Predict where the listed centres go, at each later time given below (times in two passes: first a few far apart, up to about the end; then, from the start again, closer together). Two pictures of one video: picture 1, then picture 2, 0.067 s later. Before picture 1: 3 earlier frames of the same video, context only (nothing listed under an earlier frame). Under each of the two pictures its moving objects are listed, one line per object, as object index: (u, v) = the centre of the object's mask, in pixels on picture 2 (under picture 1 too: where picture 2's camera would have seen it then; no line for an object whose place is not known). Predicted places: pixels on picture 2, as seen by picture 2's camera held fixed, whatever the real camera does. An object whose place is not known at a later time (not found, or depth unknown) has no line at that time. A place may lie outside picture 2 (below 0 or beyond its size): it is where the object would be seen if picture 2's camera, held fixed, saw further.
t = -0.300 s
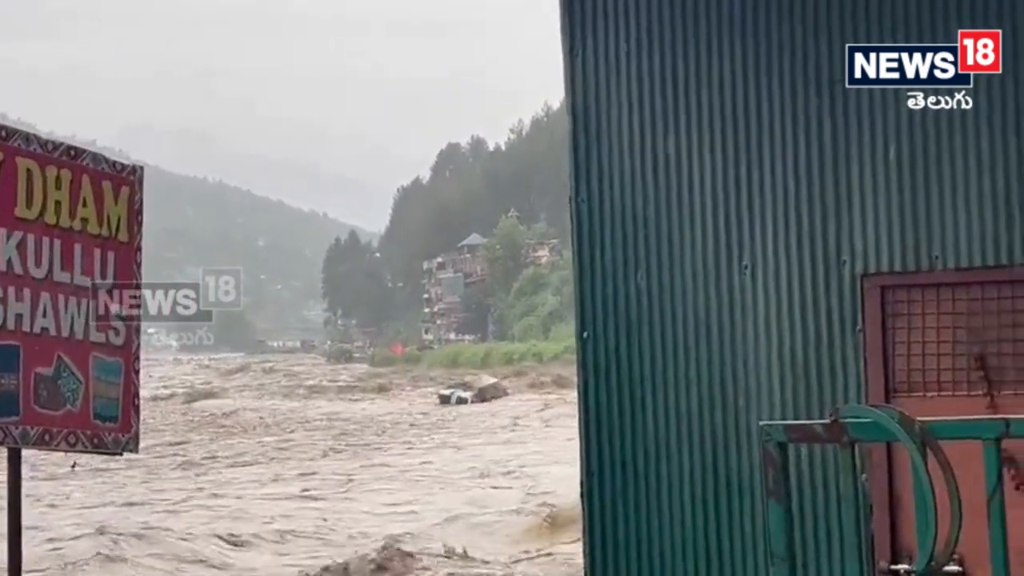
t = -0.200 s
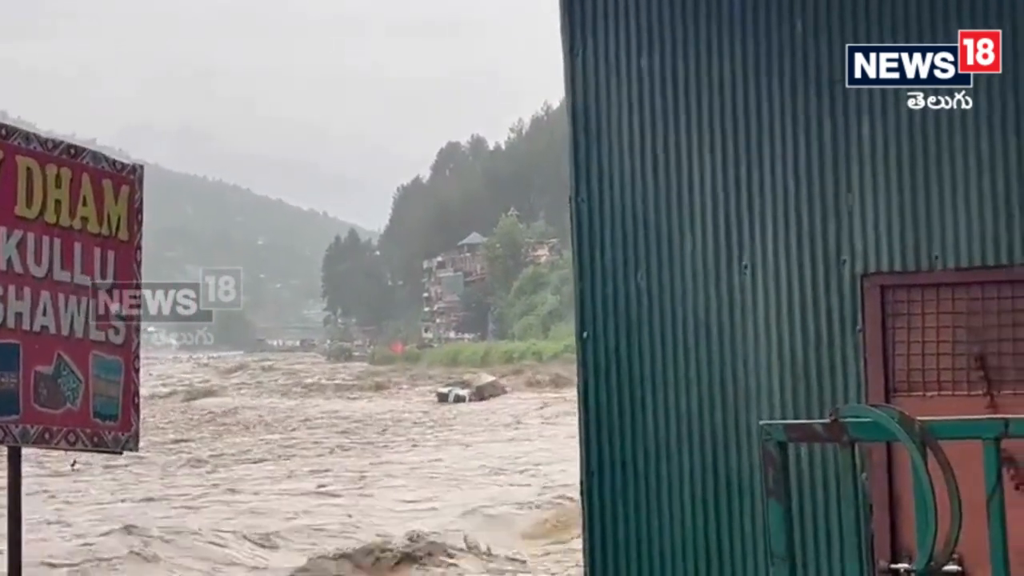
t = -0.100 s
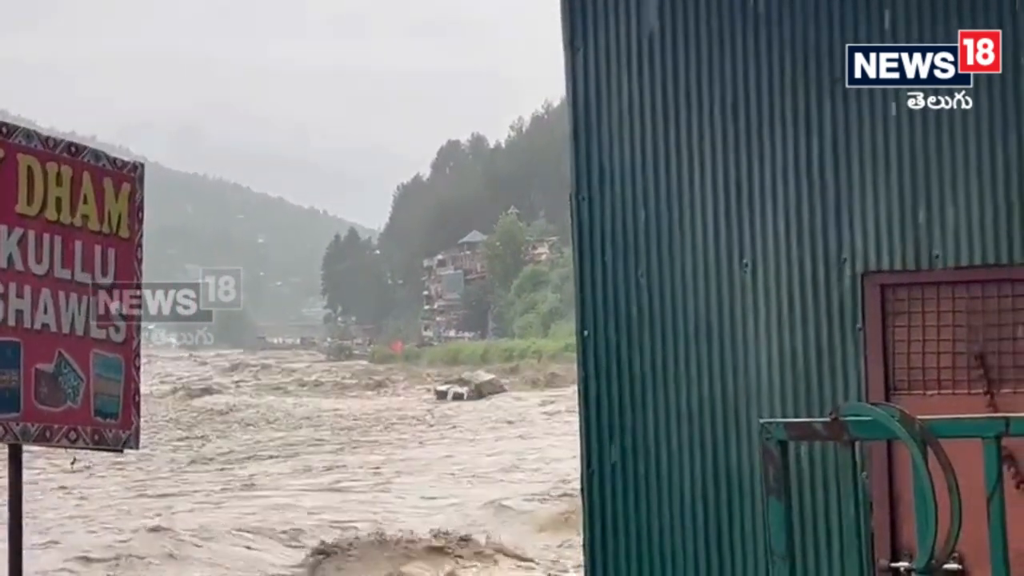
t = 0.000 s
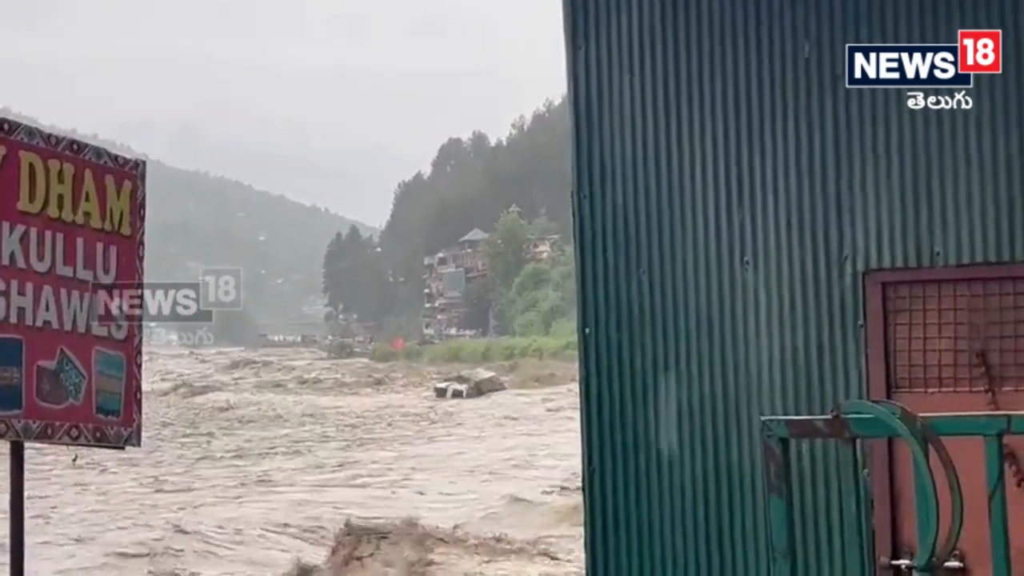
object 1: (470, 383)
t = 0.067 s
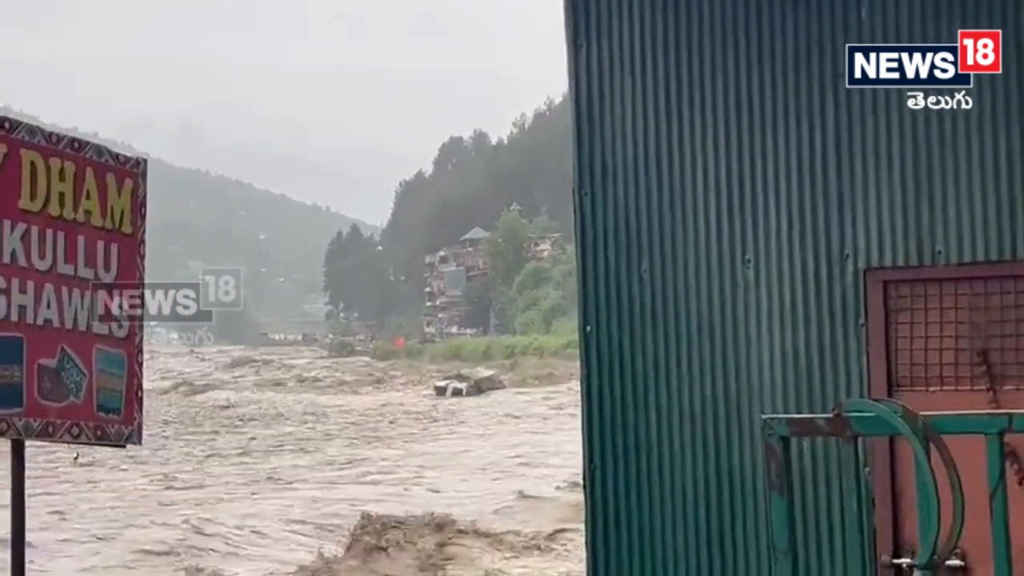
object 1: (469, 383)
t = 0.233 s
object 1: (465, 382)
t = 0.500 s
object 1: (461, 383)
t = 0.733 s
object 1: (458, 383)
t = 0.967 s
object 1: (454, 383)
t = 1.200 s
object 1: (451, 383)
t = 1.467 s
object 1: (445, 384)
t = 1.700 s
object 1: (442, 384)
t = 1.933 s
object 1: (439, 383)
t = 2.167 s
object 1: (436, 382)
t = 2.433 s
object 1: (432, 381)
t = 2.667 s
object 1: (427, 381)
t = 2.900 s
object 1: (424, 380)
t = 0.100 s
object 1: (469, 383)
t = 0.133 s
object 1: (468, 383)
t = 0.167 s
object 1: (467, 383)
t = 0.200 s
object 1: (466, 383)
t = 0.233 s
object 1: (465, 382)
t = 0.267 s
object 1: (464, 383)
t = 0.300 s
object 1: (464, 383)
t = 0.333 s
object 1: (463, 383)
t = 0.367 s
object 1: (463, 383)
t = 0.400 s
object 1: (462, 382)
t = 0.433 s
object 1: (462, 383)
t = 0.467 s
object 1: (461, 383)
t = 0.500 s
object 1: (461, 383)
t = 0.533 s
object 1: (460, 383)
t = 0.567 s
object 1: (460, 383)
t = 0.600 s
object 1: (459, 383)
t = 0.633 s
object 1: (459, 383)
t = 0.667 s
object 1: (459, 383)
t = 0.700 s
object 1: (458, 383)
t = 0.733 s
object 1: (458, 383)
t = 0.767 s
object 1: (457, 383)
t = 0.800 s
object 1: (457, 383)
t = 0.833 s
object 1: (456, 383)
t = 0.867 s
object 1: (456, 383)
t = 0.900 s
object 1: (456, 383)
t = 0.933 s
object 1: (455, 383)
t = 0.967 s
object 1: (454, 383)
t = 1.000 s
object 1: (453, 383)
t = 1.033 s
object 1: (453, 383)
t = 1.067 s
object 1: (452, 382)
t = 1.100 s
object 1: (452, 383)
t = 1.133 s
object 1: (452, 383)
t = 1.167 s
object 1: (451, 383)
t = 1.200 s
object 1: (451, 383)
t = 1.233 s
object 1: (450, 383)
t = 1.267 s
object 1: (449, 383)
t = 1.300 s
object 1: (448, 383)
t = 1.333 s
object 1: (448, 383)
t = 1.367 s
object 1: (447, 383)
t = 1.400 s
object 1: (447, 383)
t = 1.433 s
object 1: (446, 383)
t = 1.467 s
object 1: (445, 384)
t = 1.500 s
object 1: (444, 384)
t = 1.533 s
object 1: (444, 383)
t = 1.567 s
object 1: (443, 384)
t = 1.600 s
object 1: (443, 383)
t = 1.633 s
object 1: (442, 384)
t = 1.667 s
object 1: (442, 384)
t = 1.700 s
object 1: (442, 384)
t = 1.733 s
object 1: (441, 383)
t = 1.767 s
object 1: (441, 383)
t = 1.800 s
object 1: (441, 383)
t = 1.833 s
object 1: (439, 383)
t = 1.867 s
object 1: (440, 383)
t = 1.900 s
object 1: (439, 384)
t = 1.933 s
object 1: (439, 383)
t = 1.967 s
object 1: (438, 383)
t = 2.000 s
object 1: (438, 383)
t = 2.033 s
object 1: (437, 383)
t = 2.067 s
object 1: (437, 383)
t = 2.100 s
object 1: (437, 383)
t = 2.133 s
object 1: (436, 382)
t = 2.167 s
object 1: (436, 382)
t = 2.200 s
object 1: (436, 382)
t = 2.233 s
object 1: (435, 382)
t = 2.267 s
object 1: (434, 382)
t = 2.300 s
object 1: (434, 382)
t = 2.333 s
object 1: (434, 382)
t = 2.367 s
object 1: (432, 381)
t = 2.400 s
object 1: (432, 381)
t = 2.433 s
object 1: (432, 381)
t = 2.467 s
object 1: (431, 381)
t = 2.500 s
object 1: (430, 380)
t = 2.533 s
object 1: (430, 381)
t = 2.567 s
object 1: (429, 381)
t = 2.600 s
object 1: (429, 381)
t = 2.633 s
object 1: (428, 380)
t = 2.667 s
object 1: (427, 381)
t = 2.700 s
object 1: (427, 380)
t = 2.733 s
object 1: (426, 380)
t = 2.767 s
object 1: (426, 380)
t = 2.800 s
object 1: (426, 380)
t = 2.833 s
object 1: (425, 380)
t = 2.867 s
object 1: (424, 381)
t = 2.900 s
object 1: (424, 380)
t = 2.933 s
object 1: (423, 381)
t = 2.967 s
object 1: (423, 380)
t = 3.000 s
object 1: (422, 380)
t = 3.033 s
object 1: (422, 381)
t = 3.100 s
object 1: (422, 381)
